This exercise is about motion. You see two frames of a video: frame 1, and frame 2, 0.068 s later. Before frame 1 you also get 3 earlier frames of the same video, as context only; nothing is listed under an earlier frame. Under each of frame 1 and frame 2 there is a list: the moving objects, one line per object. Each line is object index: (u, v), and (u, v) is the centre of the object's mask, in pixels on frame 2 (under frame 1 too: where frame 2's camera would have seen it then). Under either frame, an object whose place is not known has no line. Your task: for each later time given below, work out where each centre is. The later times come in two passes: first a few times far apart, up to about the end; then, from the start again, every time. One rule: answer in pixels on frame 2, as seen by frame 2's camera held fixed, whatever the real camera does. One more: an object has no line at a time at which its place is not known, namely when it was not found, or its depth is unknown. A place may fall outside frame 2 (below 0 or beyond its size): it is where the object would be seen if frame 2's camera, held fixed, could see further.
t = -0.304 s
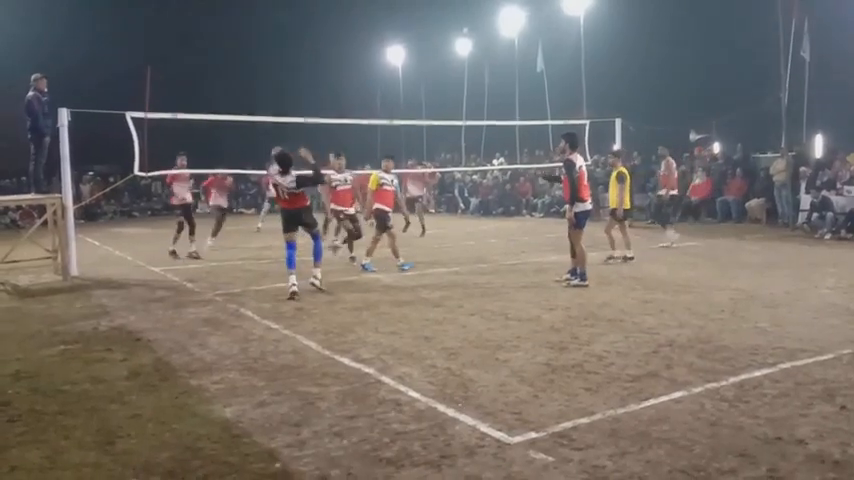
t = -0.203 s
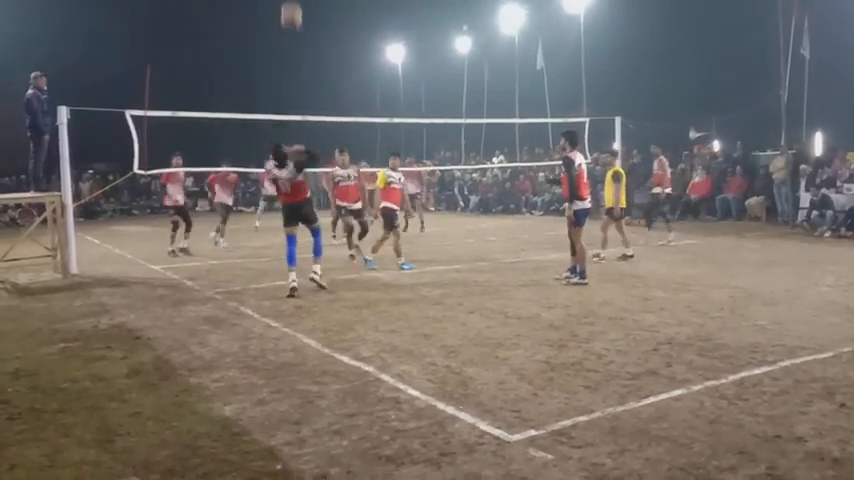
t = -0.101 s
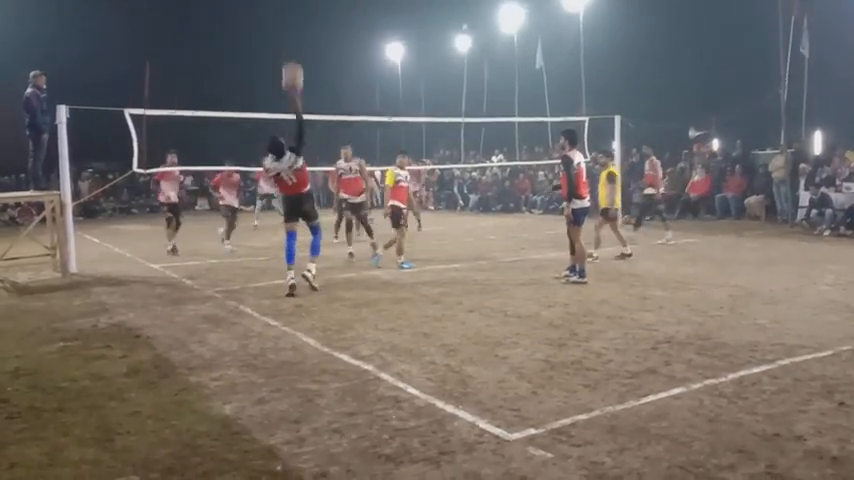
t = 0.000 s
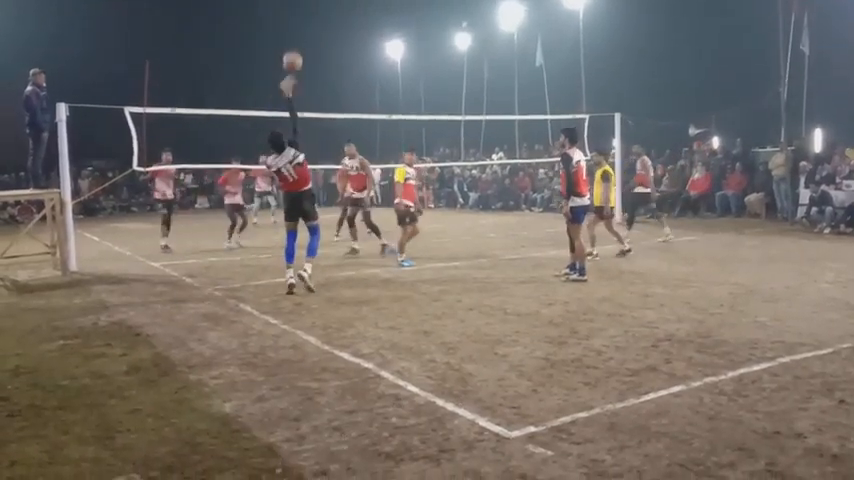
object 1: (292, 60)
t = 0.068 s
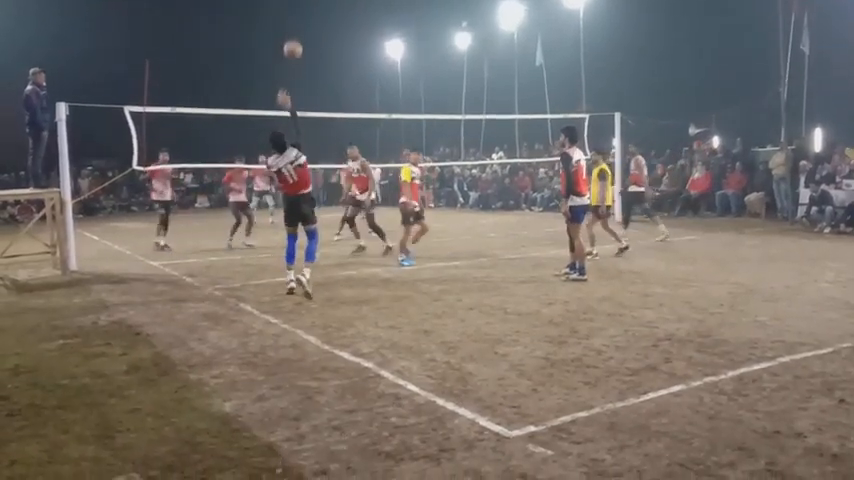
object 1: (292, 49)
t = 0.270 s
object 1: (295, 44)
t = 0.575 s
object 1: (299, 85)
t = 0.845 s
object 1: (303, 149)
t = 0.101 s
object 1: (293, 46)
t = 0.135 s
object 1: (293, 43)
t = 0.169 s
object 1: (294, 42)
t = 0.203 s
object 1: (294, 42)
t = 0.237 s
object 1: (294, 42)
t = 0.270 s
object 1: (295, 44)
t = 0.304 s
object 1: (295, 46)
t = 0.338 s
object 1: (296, 49)
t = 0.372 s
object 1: (296, 53)
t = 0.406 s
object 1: (297, 57)
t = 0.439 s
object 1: (297, 62)
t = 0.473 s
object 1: (297, 67)
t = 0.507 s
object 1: (298, 73)
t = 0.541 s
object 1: (298, 79)
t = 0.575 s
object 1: (299, 85)
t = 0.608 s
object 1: (299, 92)
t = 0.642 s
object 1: (300, 99)
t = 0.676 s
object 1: (300, 106)
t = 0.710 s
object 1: (301, 115)
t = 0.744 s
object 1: (301, 122)
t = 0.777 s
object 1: (302, 132)
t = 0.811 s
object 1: (302, 140)
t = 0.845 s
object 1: (303, 149)
